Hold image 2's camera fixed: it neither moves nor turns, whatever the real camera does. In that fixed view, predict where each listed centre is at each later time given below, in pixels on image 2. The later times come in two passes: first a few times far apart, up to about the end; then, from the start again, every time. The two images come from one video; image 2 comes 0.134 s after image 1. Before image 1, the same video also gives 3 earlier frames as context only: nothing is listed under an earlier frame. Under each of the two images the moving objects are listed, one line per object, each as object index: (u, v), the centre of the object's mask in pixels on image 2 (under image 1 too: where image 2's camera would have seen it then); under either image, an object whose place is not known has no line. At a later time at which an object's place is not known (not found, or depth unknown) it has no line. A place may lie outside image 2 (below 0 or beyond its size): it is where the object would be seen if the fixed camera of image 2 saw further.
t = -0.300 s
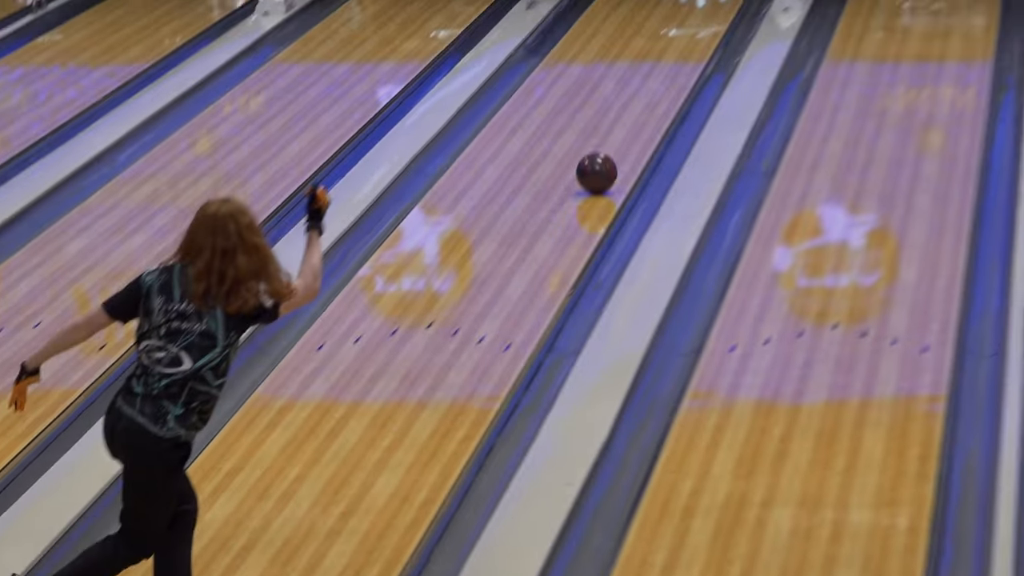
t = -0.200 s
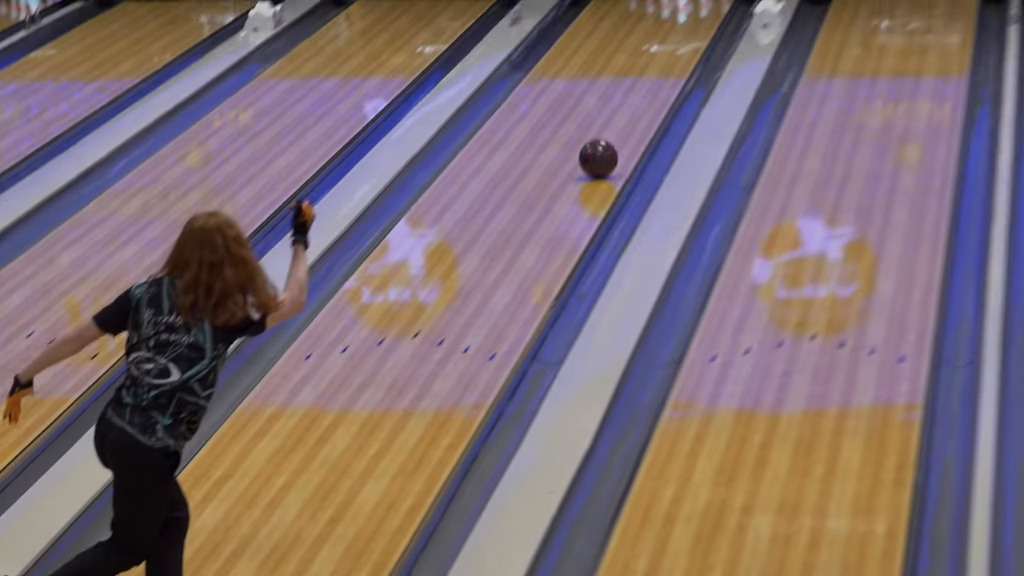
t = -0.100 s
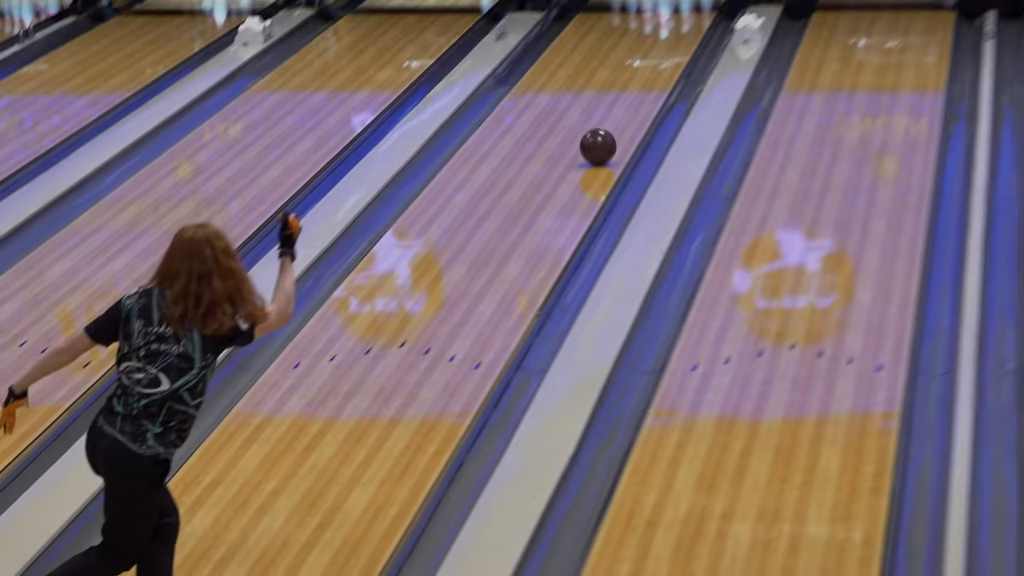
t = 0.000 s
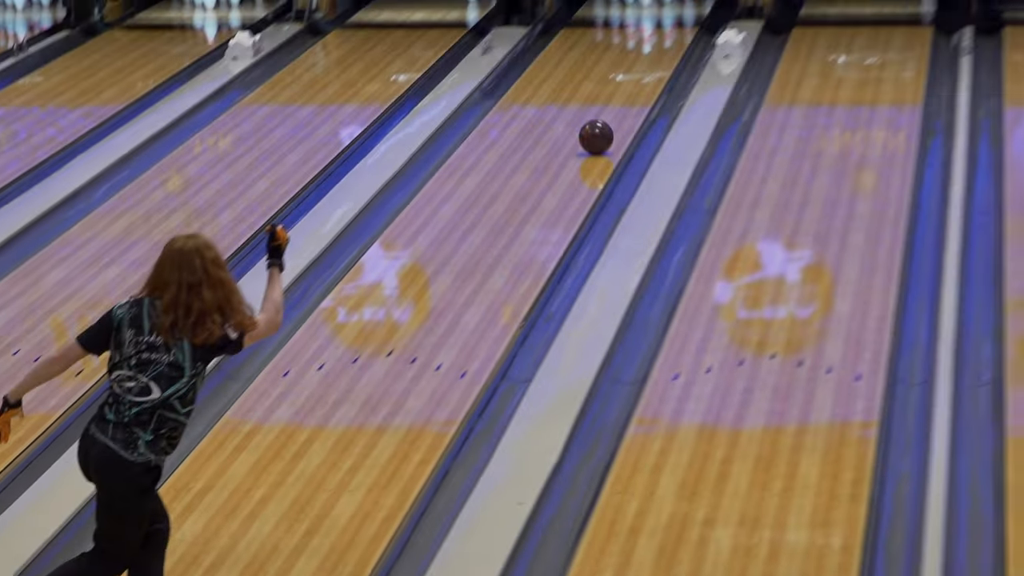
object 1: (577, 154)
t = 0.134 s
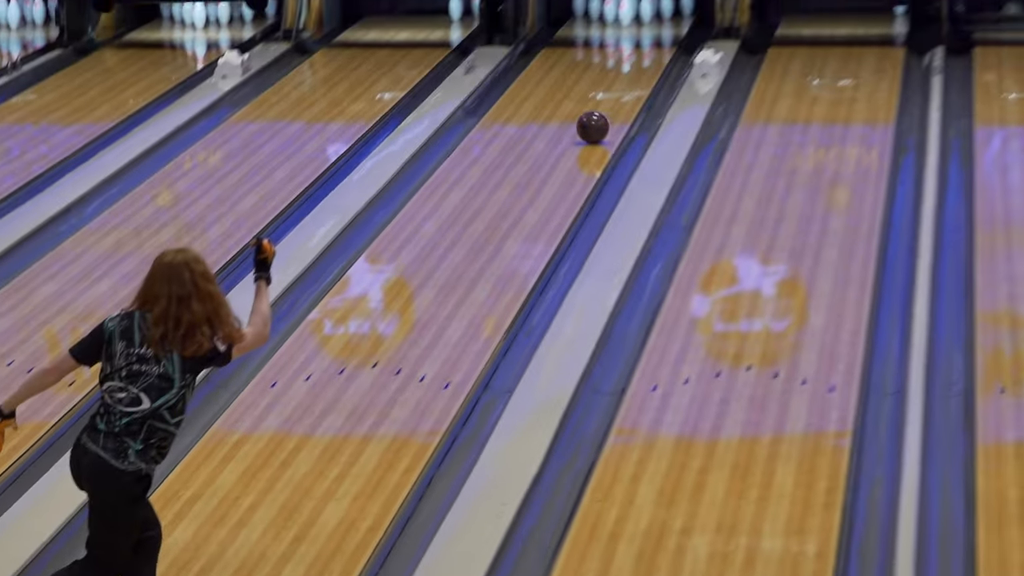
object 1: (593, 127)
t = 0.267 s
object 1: (605, 103)
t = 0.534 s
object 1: (623, 63)
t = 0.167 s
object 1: (596, 121)
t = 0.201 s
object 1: (599, 115)
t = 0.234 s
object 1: (602, 109)
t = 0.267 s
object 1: (605, 103)
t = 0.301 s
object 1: (607, 98)
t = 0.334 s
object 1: (611, 92)
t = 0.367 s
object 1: (613, 87)
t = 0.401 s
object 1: (615, 82)
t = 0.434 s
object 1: (617, 77)
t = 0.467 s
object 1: (619, 73)
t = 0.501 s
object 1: (620, 68)
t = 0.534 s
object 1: (623, 63)
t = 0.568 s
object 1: (624, 59)
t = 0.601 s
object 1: (625, 55)
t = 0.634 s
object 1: (626, 51)
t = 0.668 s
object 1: (627, 46)
